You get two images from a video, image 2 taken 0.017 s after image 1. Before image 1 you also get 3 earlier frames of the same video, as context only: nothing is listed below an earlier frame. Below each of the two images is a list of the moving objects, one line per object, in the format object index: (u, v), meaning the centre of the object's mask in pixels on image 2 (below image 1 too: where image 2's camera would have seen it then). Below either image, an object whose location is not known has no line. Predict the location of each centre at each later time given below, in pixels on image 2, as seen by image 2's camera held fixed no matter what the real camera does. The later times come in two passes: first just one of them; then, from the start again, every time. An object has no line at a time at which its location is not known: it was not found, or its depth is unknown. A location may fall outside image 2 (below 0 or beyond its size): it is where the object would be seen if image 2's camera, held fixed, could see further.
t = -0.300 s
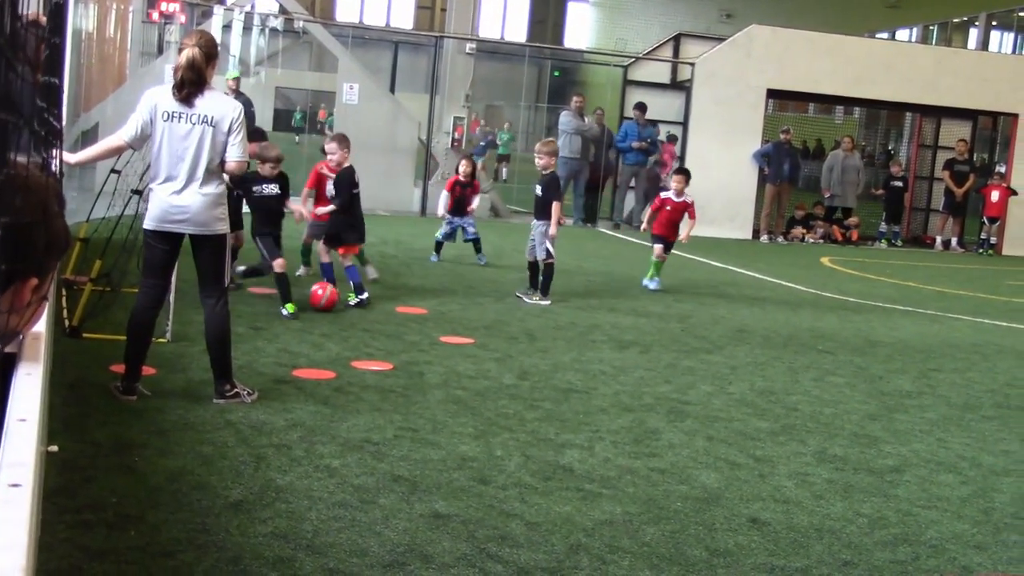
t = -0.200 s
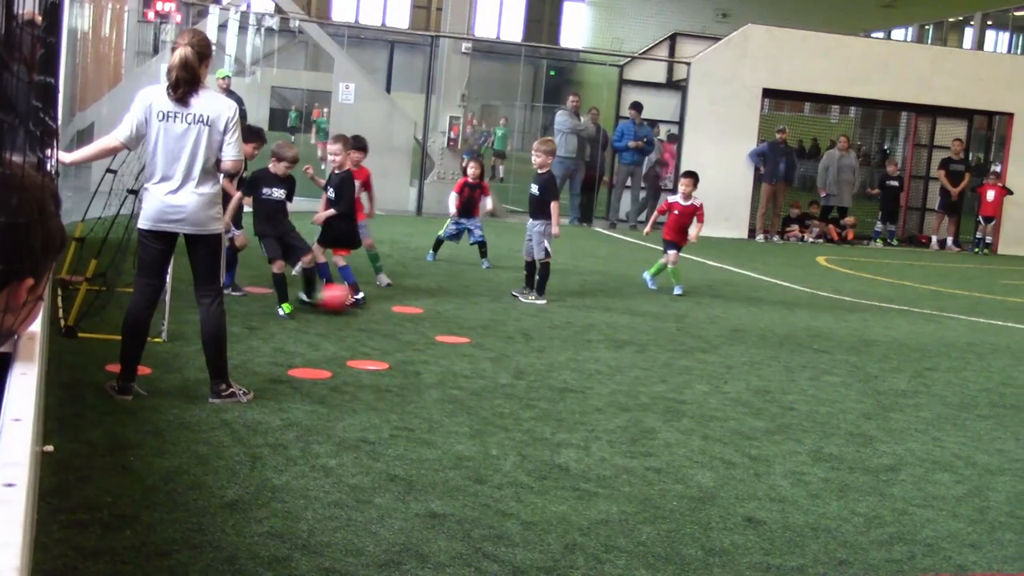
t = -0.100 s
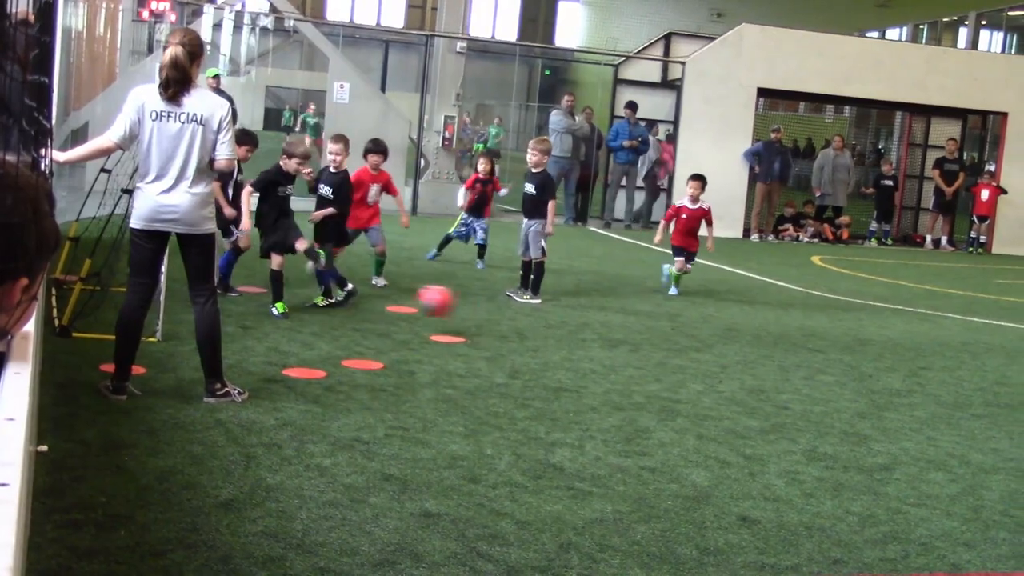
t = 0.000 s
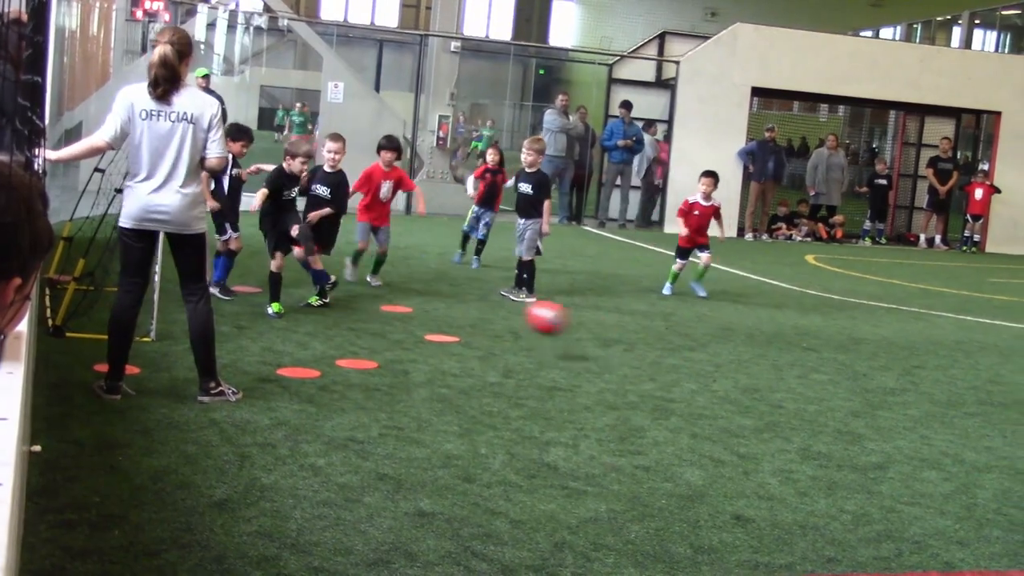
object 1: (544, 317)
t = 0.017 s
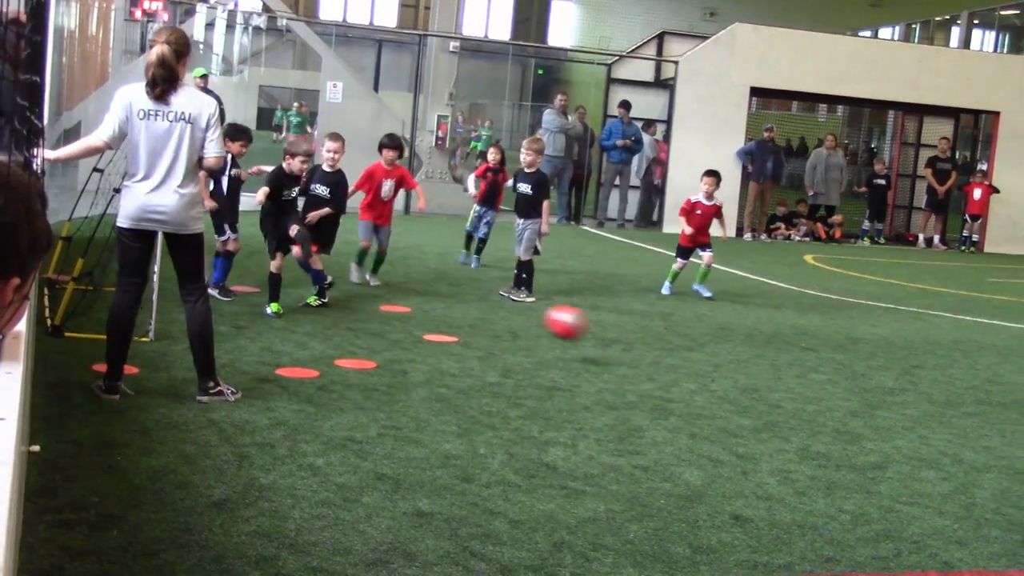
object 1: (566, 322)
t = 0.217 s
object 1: (818, 385)
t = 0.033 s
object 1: (586, 327)
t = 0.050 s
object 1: (607, 333)
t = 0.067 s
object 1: (629, 339)
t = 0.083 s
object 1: (651, 346)
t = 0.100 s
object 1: (673, 354)
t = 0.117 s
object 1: (696, 364)
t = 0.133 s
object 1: (719, 373)
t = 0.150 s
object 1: (742, 382)
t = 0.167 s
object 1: (763, 387)
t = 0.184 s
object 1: (781, 386)
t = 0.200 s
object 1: (800, 385)
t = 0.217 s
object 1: (818, 385)
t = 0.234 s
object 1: (837, 384)
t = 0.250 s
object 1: (857, 385)
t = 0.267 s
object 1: (877, 387)
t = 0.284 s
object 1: (897, 389)
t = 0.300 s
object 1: (917, 391)
